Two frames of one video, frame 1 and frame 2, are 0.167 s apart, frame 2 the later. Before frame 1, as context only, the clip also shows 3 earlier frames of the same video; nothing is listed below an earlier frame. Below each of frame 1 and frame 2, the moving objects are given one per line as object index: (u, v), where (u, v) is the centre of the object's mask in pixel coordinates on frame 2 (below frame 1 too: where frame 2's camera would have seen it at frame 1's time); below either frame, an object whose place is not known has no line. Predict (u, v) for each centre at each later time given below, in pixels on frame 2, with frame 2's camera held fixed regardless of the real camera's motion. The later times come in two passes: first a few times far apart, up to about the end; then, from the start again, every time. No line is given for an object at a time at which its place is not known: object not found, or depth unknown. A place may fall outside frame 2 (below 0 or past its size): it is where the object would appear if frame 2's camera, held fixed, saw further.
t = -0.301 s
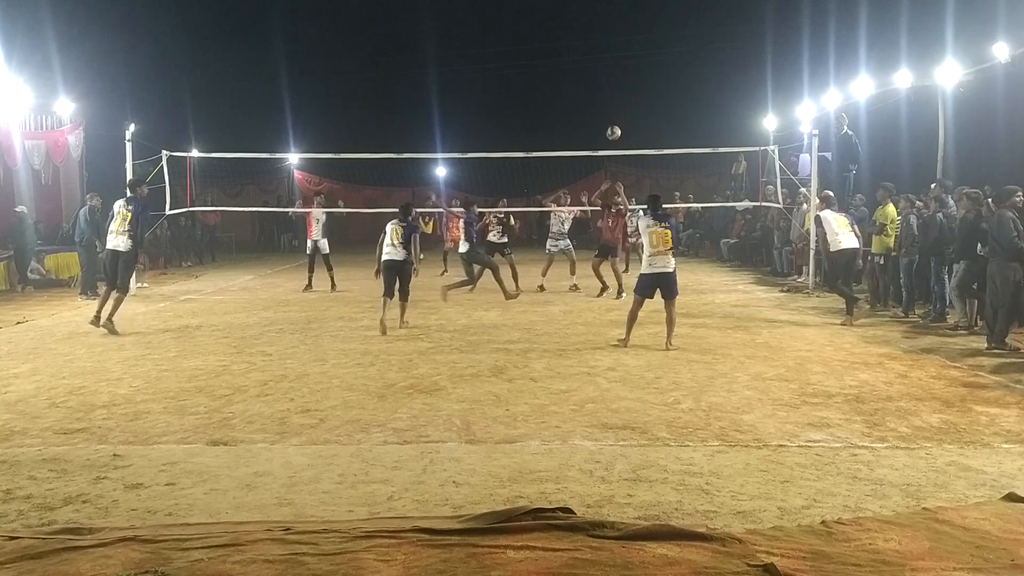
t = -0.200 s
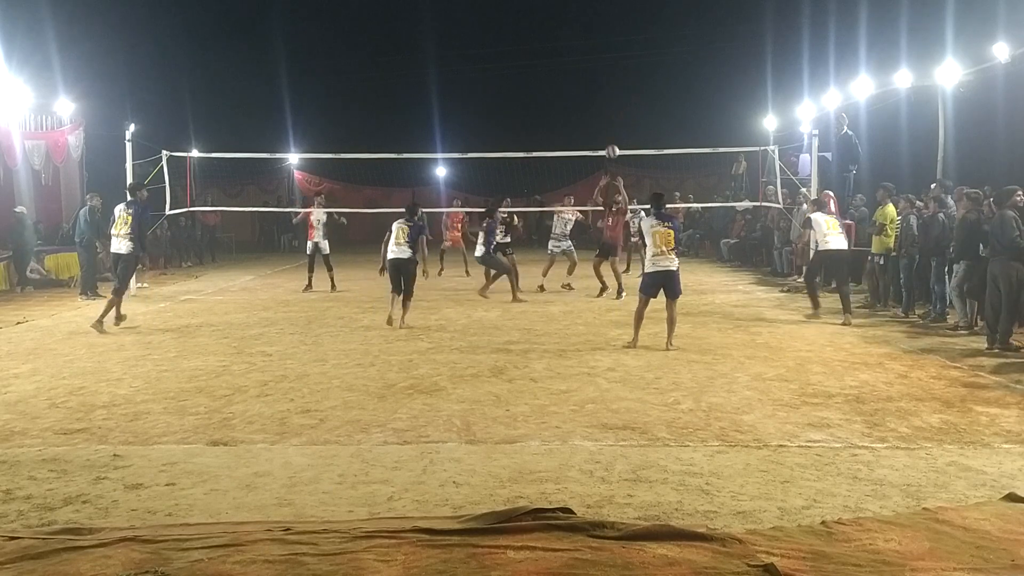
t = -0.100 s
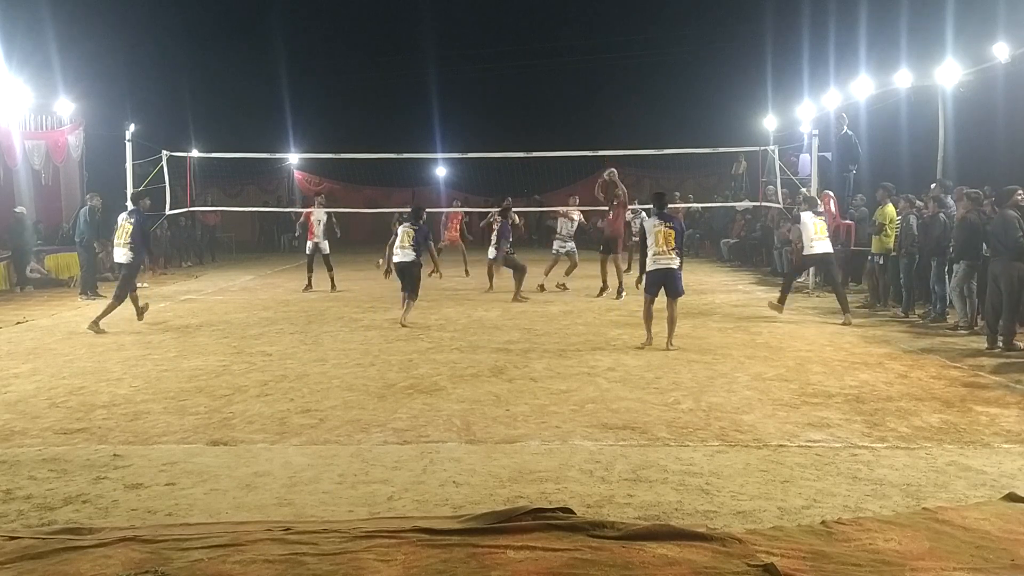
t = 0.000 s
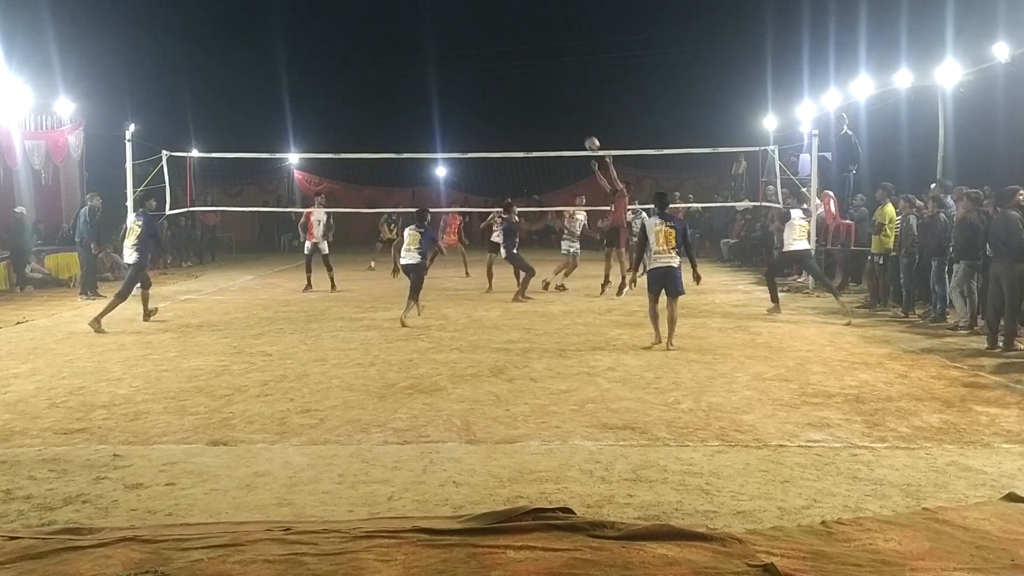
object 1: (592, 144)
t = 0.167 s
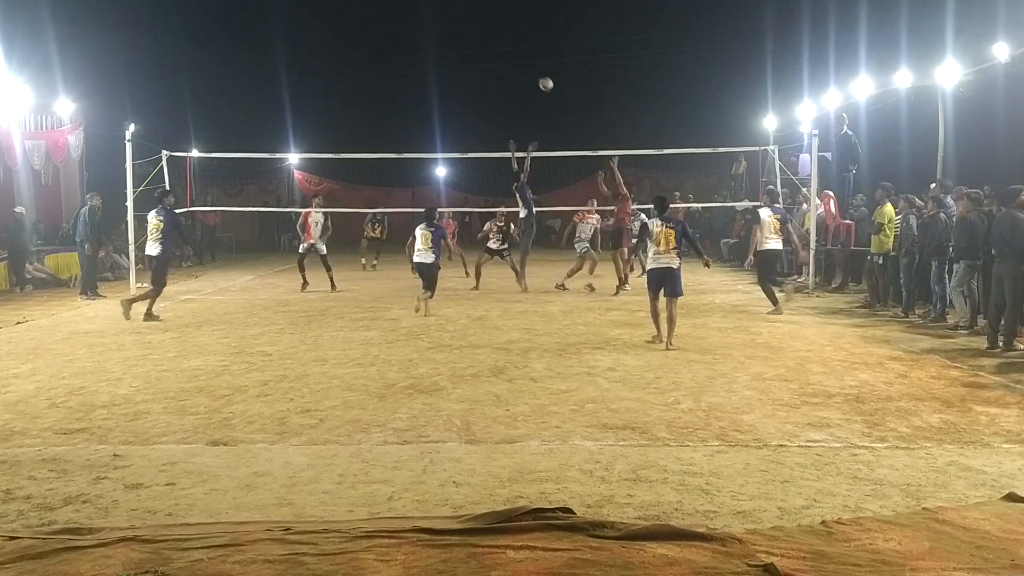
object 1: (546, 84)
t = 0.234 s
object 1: (527, 65)
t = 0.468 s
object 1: (464, 20)
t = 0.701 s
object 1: (403, 10)
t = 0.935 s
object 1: (343, 34)
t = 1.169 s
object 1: (286, 92)
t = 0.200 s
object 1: (536, 74)
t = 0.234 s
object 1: (527, 65)
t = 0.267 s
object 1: (518, 57)
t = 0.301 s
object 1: (509, 49)
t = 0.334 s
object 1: (500, 41)
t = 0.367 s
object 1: (491, 35)
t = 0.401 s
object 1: (482, 30)
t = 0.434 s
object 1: (473, 25)
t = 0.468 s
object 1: (464, 20)
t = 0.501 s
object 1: (455, 17)
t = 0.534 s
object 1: (447, 14)
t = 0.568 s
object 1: (438, 12)
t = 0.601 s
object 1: (429, 10)
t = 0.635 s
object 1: (421, 9)
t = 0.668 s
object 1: (412, 9)
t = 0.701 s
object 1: (403, 10)
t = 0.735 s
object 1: (394, 12)
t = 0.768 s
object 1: (386, 14)
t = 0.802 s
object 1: (377, 17)
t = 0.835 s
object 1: (368, 20)
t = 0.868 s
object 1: (360, 24)
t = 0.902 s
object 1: (352, 29)
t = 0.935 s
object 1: (343, 34)
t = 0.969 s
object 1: (335, 41)
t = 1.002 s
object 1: (327, 48)
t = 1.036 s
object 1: (318, 55)
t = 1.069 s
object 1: (310, 64)
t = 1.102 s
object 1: (302, 72)
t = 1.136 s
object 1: (294, 82)
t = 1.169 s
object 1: (286, 92)
